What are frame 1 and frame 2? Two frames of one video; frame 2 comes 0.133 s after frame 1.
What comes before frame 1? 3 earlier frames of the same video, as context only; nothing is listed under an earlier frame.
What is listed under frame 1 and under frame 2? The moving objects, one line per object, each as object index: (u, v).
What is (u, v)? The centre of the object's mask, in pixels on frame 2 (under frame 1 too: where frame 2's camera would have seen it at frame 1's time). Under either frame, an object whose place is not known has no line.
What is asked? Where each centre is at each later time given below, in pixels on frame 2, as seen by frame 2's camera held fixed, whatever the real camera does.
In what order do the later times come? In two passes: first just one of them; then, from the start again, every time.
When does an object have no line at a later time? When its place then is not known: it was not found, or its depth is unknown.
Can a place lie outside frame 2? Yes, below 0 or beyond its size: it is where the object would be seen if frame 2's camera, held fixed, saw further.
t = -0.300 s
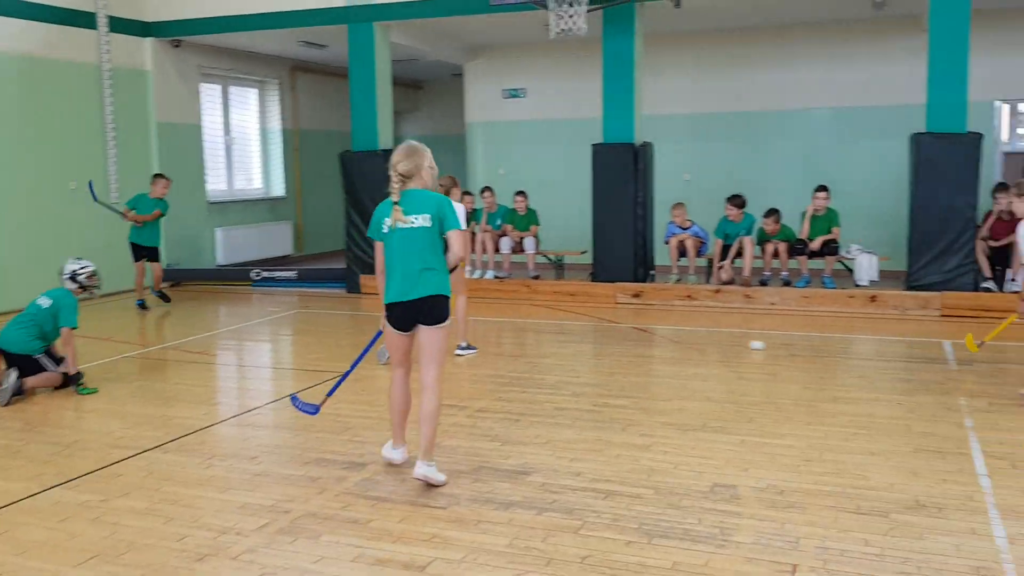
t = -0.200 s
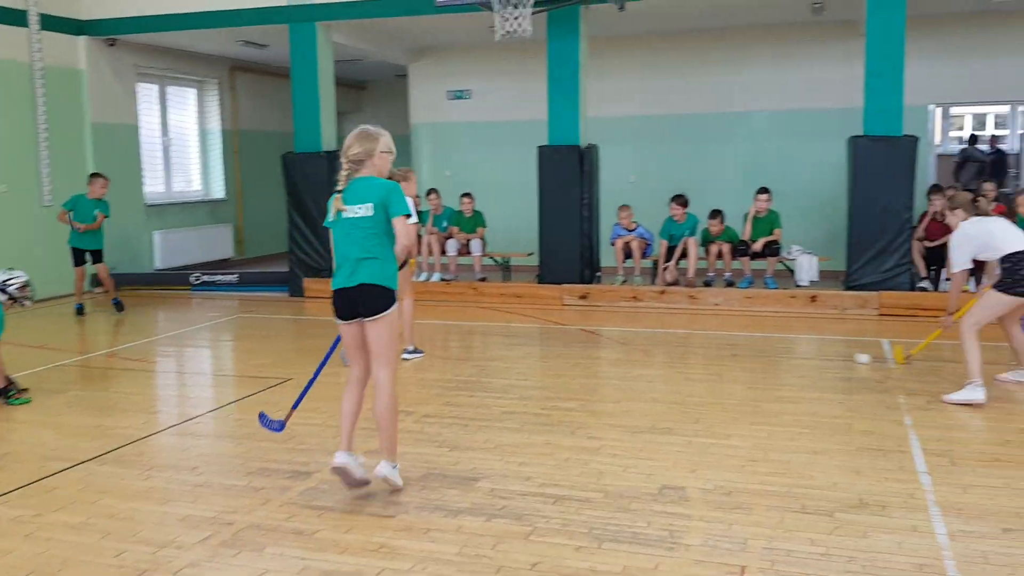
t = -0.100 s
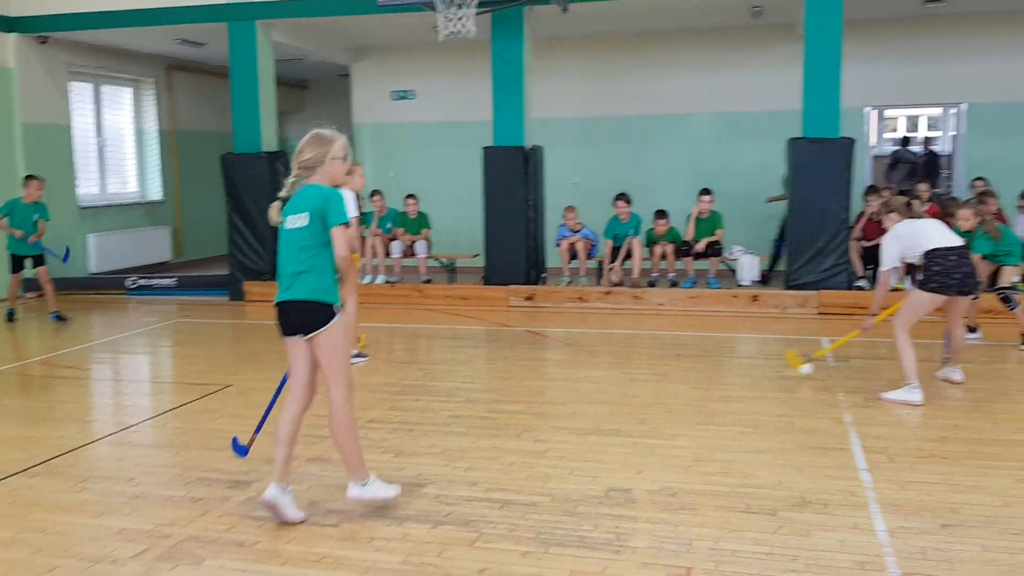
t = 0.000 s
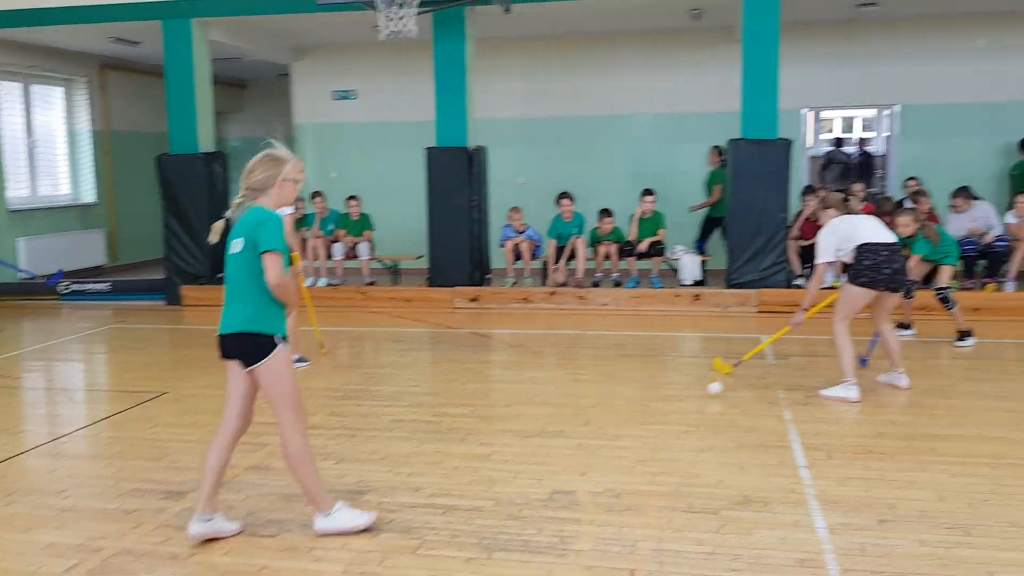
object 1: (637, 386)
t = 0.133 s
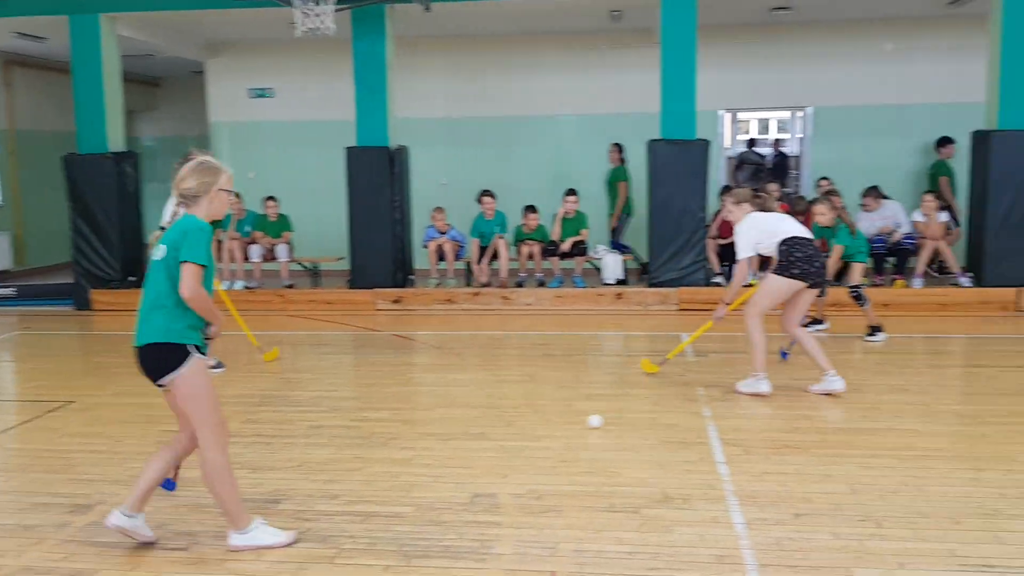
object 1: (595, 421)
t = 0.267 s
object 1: (554, 460)
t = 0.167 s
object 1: (586, 426)
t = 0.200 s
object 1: (575, 435)
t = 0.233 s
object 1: (565, 446)
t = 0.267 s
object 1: (554, 460)
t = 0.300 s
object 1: (545, 469)
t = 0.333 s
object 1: (536, 479)
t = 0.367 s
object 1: (526, 491)
